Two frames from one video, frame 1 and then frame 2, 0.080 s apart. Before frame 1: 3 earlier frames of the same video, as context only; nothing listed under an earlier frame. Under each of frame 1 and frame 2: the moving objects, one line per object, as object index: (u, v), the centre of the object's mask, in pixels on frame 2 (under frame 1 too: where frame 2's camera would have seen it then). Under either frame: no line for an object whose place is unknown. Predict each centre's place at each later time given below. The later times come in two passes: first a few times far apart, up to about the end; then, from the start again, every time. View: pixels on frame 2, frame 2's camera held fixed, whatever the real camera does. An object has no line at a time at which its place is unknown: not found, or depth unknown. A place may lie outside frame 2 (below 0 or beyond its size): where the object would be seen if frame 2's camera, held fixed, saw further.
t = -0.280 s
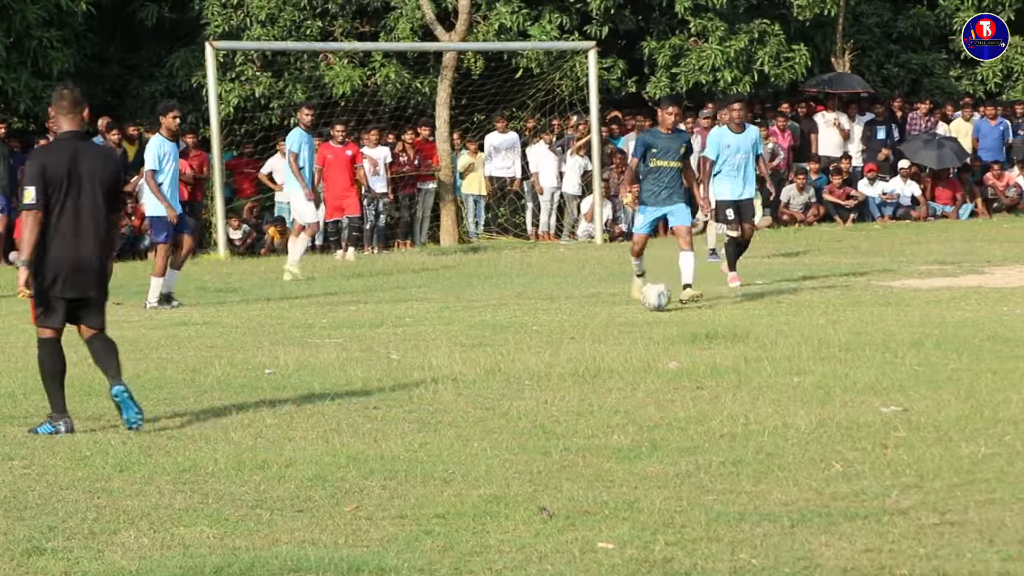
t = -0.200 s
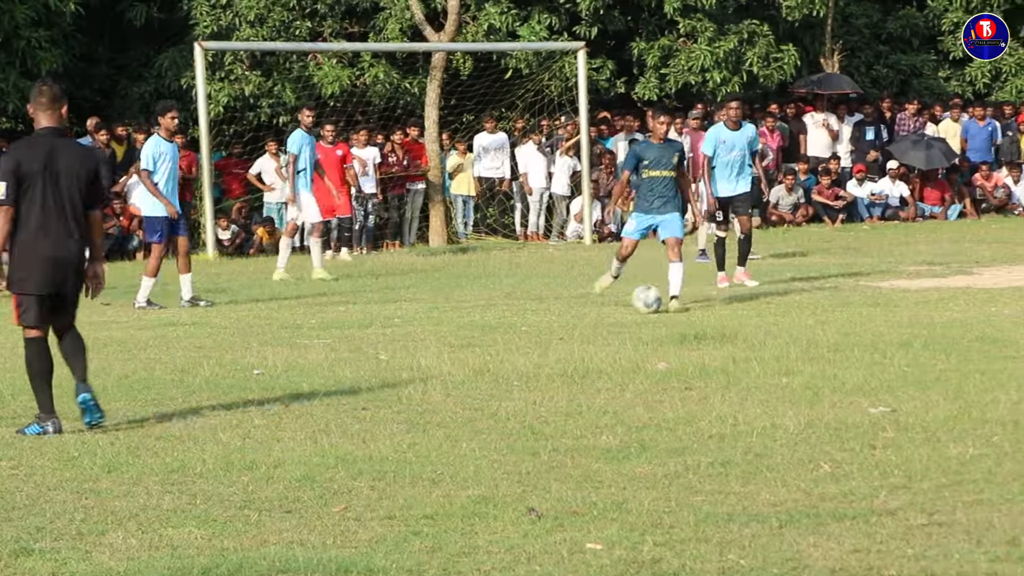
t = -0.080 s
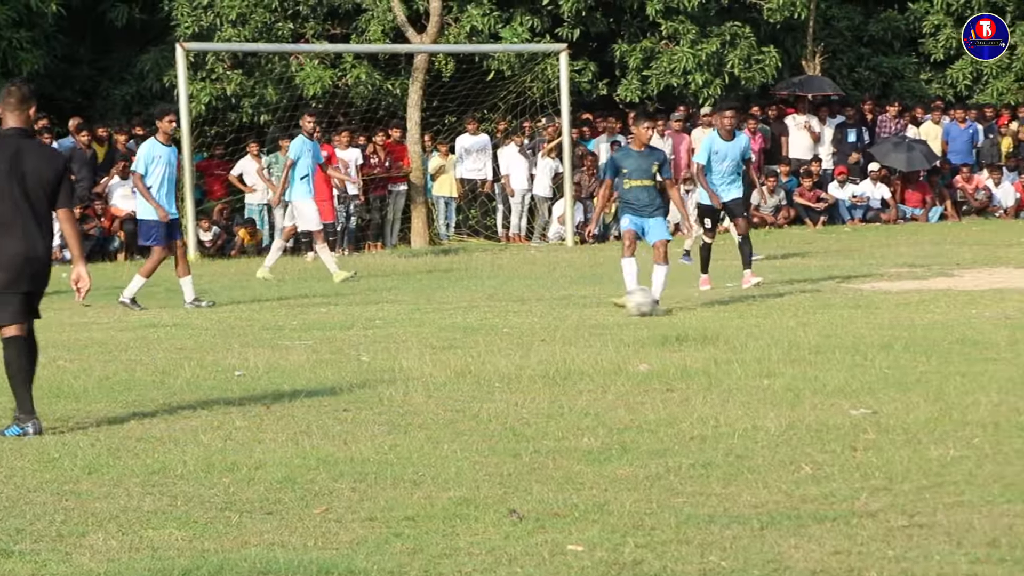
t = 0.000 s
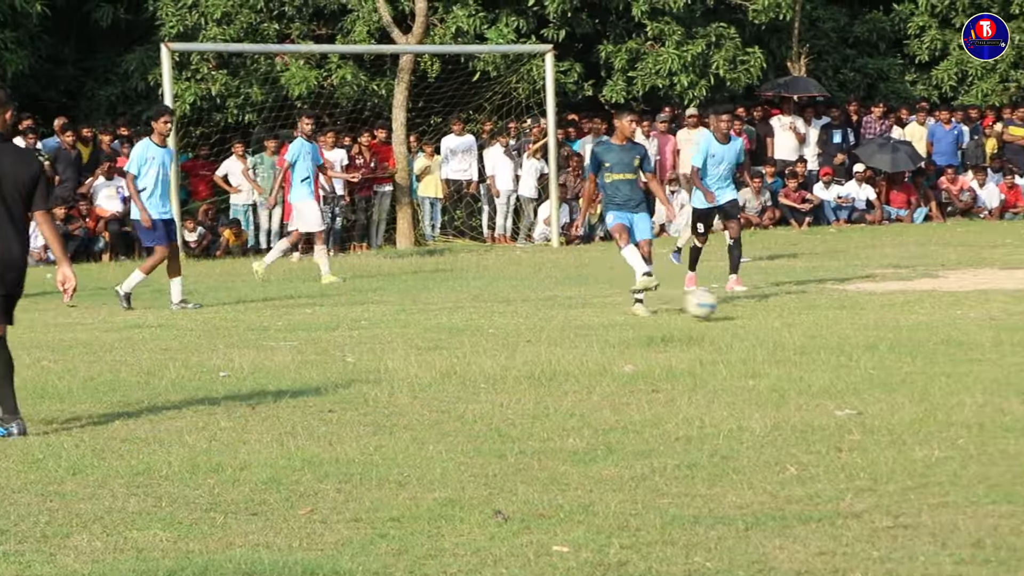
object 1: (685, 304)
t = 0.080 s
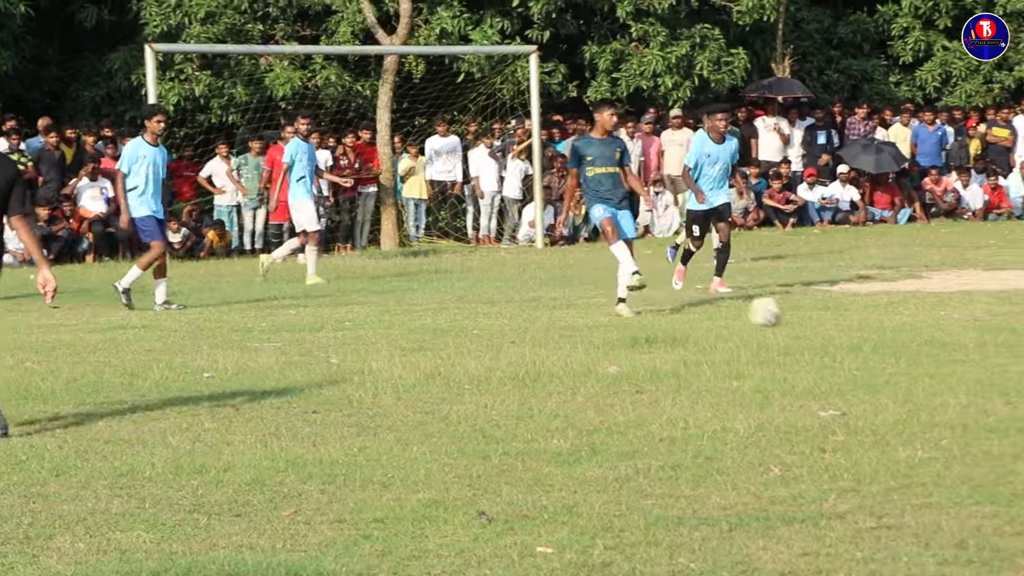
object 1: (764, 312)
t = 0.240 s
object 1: (914, 317)
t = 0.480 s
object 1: (1123, 322)
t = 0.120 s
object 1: (799, 310)
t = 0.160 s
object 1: (837, 310)
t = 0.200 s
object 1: (875, 312)
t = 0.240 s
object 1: (914, 317)
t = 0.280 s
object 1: (948, 316)
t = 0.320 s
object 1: (981, 312)
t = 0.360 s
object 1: (1016, 313)
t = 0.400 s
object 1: (1051, 315)
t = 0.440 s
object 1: (1086, 319)
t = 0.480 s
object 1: (1123, 322)
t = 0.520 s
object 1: (1153, 309)
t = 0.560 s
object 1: (1185, 296)
